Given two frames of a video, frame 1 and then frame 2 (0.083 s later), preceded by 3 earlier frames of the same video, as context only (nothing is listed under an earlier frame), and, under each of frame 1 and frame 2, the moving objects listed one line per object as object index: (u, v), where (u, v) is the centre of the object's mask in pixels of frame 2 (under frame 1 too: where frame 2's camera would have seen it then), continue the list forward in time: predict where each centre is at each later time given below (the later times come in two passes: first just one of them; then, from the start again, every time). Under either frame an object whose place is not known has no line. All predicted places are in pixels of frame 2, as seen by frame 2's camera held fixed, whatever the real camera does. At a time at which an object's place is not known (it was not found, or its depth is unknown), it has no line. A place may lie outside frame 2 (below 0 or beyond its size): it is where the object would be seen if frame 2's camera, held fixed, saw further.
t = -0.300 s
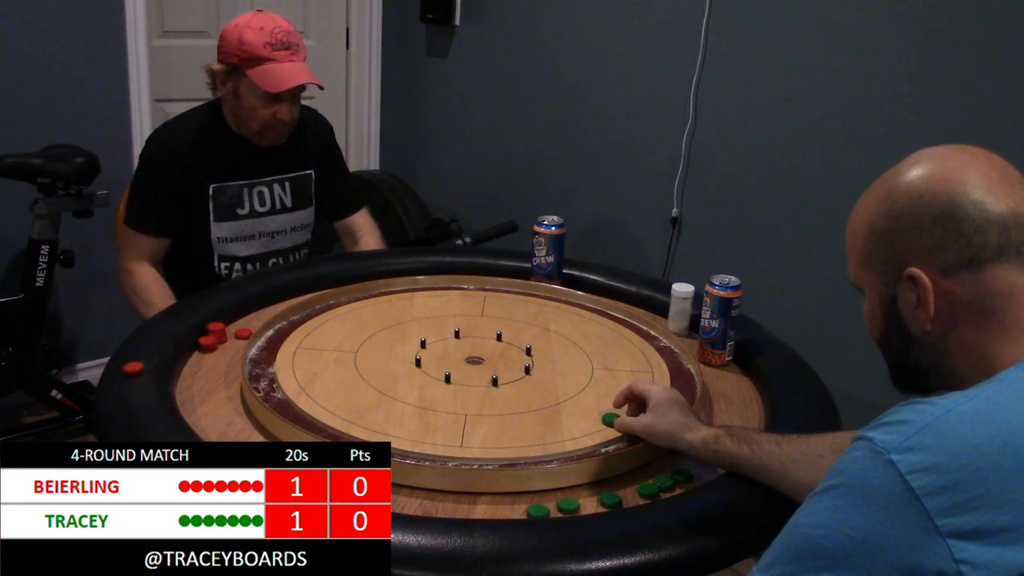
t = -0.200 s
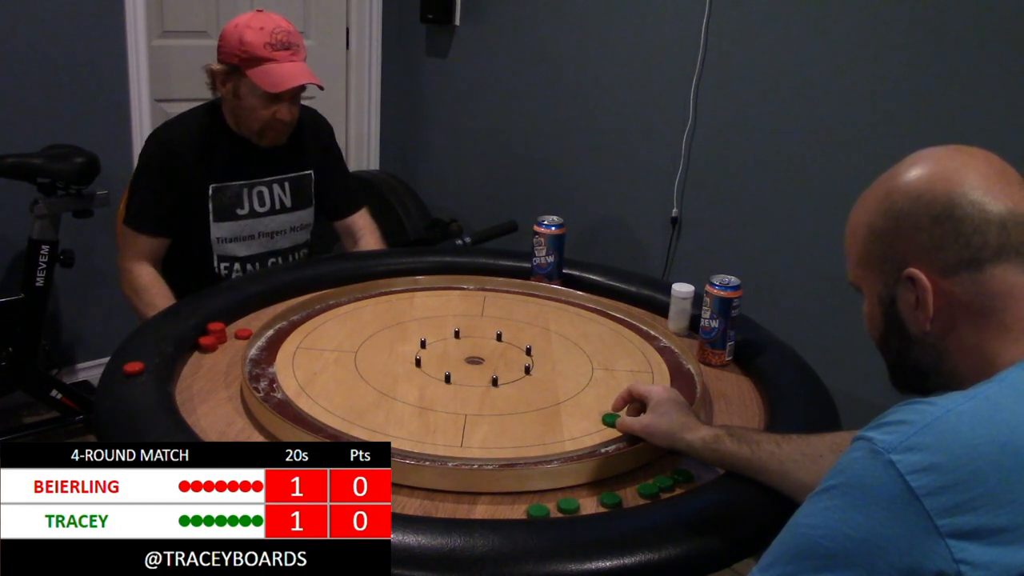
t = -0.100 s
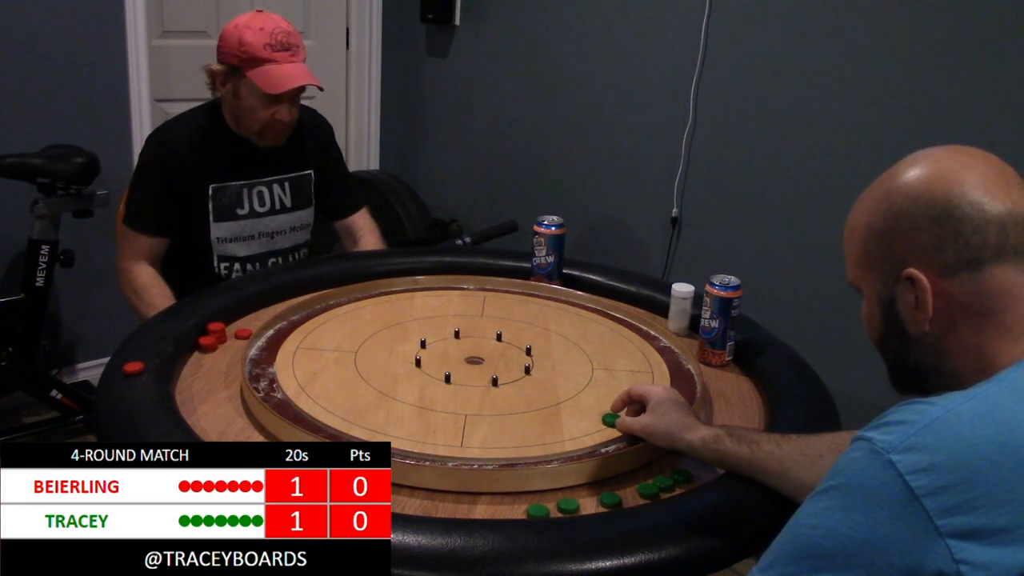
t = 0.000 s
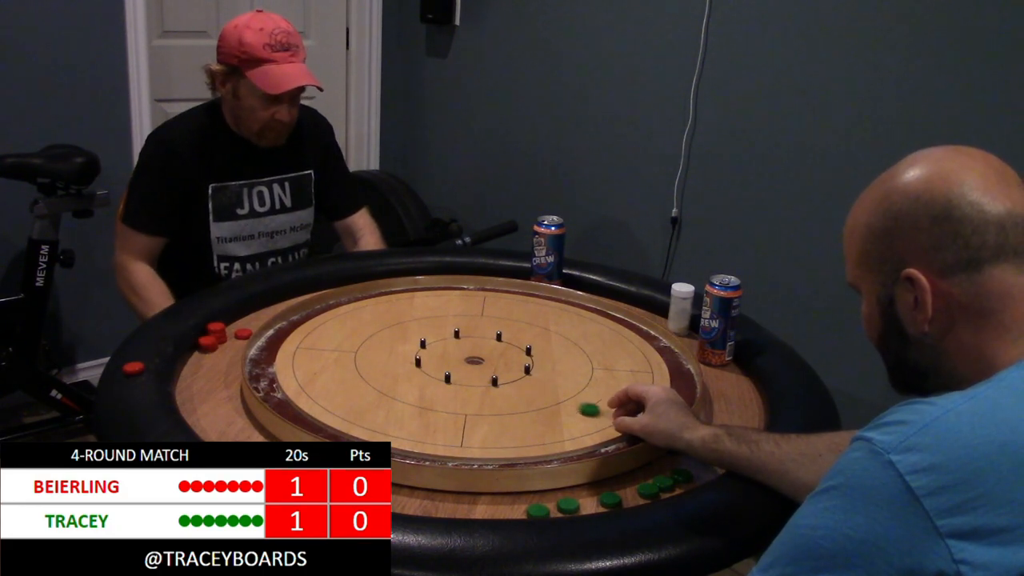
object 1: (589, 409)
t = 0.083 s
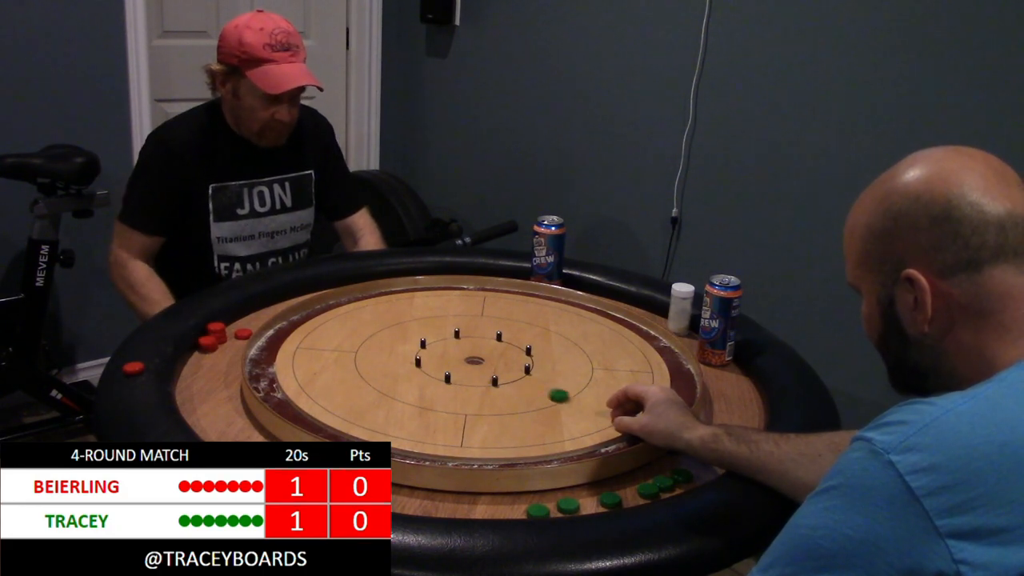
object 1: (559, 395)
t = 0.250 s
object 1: (514, 375)
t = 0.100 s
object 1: (553, 393)
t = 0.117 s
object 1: (548, 390)
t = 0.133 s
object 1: (543, 388)
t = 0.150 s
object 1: (538, 386)
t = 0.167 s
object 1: (534, 384)
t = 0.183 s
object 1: (530, 382)
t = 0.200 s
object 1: (525, 380)
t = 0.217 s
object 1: (521, 378)
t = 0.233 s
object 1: (517, 376)
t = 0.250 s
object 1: (514, 375)
